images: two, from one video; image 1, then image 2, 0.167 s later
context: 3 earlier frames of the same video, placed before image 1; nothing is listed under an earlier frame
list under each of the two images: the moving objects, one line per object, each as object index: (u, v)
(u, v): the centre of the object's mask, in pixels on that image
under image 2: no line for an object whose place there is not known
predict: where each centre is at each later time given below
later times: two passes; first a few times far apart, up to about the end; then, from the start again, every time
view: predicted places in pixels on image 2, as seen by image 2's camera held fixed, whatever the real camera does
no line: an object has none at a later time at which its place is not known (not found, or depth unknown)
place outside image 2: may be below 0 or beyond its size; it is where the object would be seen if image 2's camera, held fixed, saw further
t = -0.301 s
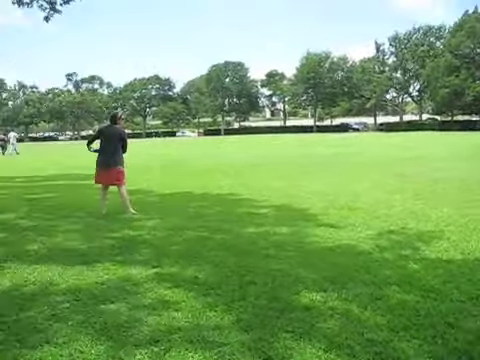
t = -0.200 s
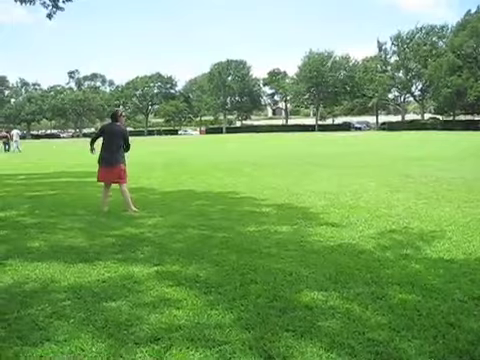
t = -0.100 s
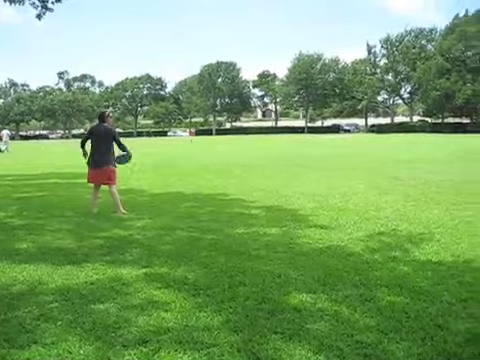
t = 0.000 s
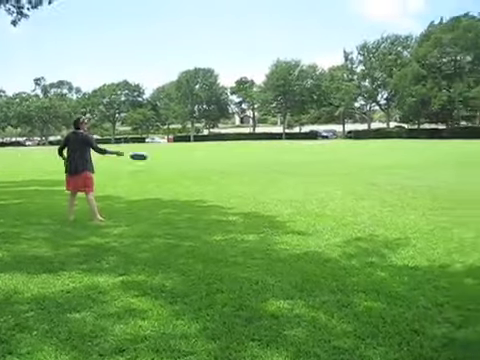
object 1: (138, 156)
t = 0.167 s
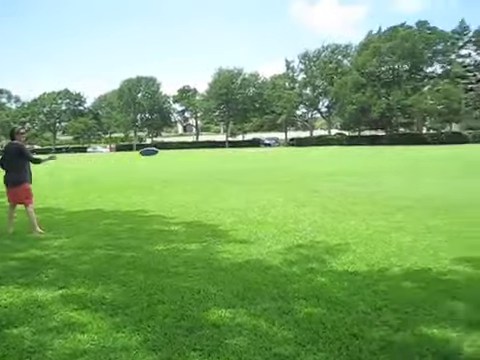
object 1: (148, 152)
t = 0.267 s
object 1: (194, 148)
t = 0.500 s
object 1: (309, 158)
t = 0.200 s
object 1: (163, 150)
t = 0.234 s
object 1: (178, 149)
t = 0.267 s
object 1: (194, 148)
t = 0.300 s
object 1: (209, 148)
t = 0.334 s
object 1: (225, 148)
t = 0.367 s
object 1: (241, 149)
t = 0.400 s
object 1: (257, 151)
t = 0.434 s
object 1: (274, 153)
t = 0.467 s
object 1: (292, 155)
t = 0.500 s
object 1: (309, 158)
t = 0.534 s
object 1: (327, 162)
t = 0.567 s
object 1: (344, 166)
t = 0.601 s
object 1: (363, 169)
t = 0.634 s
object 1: (382, 173)
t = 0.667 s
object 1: (400, 178)
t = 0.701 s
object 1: (419, 183)
